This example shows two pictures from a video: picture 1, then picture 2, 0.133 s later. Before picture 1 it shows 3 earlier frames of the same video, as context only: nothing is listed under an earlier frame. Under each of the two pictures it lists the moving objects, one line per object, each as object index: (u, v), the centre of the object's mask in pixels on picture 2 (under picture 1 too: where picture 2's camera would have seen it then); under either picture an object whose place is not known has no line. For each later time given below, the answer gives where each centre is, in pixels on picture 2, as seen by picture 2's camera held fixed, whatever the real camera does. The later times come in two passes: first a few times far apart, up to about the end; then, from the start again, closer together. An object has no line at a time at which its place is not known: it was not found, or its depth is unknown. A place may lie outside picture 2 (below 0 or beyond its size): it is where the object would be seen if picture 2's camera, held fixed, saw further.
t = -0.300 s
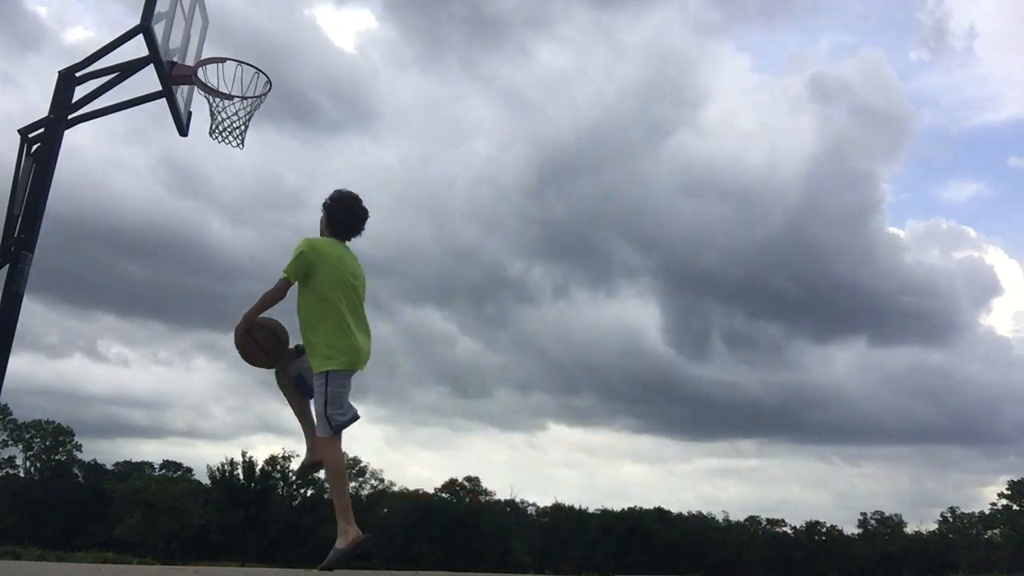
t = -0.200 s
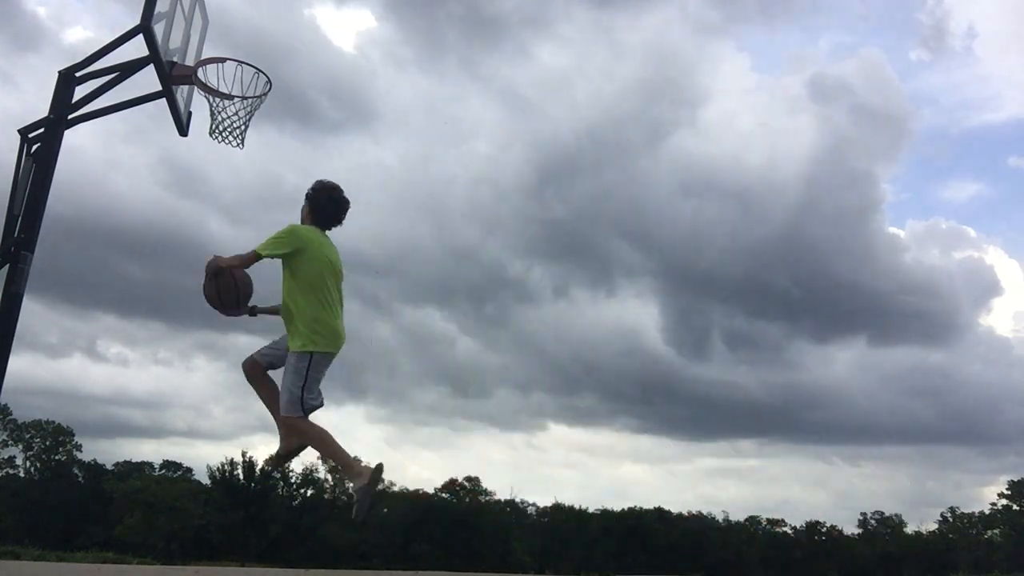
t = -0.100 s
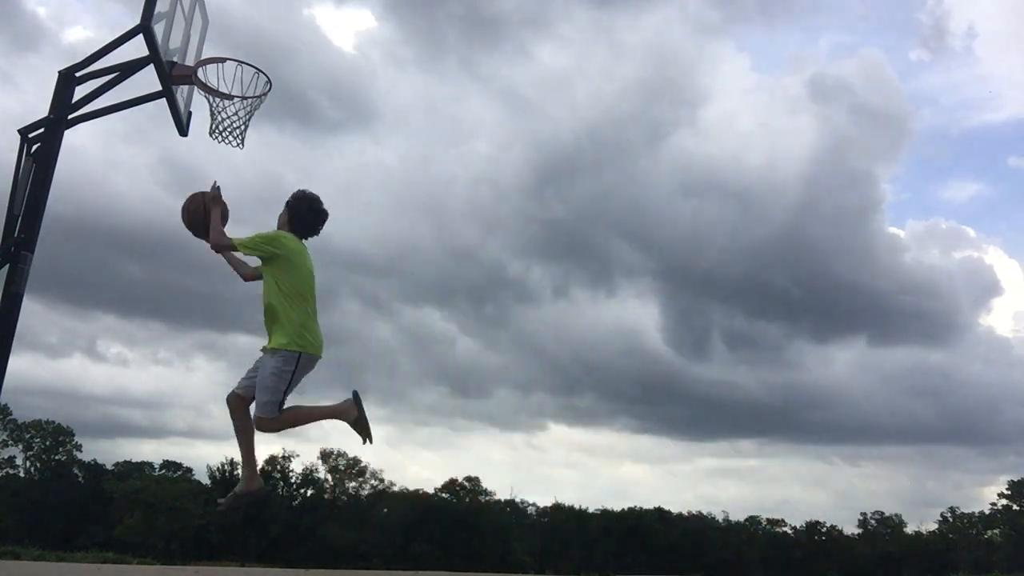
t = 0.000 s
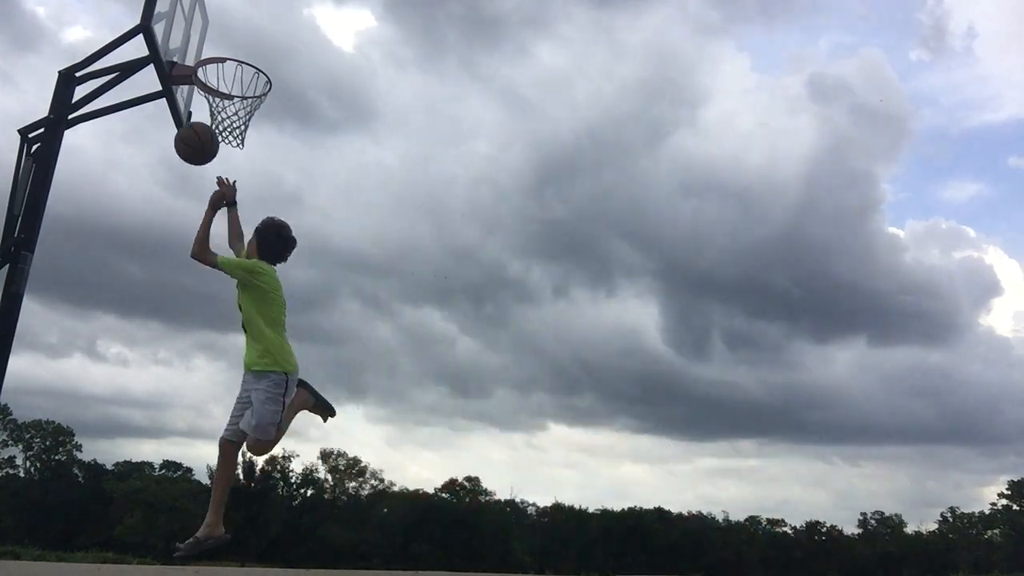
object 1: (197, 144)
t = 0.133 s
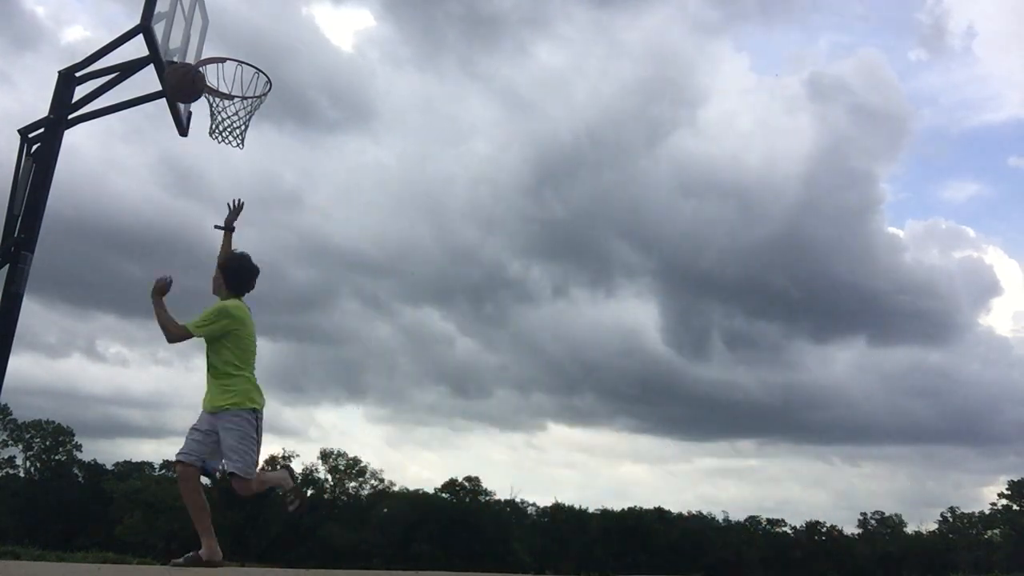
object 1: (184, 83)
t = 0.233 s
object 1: (183, 64)
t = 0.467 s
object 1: (245, 106)
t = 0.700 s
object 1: (297, 224)
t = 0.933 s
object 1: (342, 428)
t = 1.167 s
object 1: (381, 431)
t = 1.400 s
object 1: (408, 305)
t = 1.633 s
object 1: (427, 271)
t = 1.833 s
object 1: (440, 304)
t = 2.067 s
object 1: (450, 415)
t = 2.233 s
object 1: (455, 547)
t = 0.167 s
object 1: (181, 73)
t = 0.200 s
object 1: (177, 65)
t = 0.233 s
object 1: (183, 64)
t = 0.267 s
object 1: (192, 65)
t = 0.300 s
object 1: (202, 67)
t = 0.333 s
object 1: (211, 72)
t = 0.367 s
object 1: (220, 79)
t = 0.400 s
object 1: (229, 86)
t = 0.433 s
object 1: (237, 95)
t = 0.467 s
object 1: (245, 106)
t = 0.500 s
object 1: (253, 118)
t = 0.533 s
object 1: (261, 132)
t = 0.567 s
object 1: (268, 147)
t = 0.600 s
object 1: (276, 164)
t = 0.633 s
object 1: (283, 183)
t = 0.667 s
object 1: (290, 203)
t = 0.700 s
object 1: (297, 224)
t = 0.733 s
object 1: (304, 248)
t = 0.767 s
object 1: (310, 273)
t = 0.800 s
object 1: (317, 300)
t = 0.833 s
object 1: (323, 329)
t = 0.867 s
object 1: (330, 360)
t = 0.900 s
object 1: (336, 392)
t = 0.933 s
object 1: (342, 428)
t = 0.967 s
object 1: (349, 465)
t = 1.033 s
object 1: (361, 546)
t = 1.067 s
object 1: (366, 523)
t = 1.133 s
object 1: (376, 459)
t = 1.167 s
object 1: (381, 431)
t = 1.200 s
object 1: (386, 406)
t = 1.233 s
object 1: (390, 384)
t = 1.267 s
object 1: (394, 364)
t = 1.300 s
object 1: (398, 346)
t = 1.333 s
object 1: (401, 330)
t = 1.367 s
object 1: (405, 316)
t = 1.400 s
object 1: (408, 305)
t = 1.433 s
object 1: (411, 295)
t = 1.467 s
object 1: (414, 287)
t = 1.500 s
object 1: (417, 280)
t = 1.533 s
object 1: (420, 276)
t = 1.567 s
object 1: (423, 273)
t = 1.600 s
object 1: (425, 271)
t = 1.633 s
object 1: (427, 271)
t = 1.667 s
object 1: (430, 273)
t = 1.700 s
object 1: (432, 276)
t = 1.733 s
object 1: (434, 281)
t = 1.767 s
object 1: (436, 287)
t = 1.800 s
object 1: (438, 295)
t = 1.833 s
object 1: (440, 304)
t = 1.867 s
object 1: (441, 315)
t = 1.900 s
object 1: (443, 328)
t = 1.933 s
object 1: (444, 342)
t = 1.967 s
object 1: (446, 357)
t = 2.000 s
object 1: (447, 375)
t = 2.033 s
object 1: (449, 394)
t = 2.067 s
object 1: (450, 415)
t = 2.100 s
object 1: (451, 437)
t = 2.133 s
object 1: (452, 462)
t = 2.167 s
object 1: (454, 488)
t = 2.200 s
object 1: (454, 517)
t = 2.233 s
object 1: (455, 547)
